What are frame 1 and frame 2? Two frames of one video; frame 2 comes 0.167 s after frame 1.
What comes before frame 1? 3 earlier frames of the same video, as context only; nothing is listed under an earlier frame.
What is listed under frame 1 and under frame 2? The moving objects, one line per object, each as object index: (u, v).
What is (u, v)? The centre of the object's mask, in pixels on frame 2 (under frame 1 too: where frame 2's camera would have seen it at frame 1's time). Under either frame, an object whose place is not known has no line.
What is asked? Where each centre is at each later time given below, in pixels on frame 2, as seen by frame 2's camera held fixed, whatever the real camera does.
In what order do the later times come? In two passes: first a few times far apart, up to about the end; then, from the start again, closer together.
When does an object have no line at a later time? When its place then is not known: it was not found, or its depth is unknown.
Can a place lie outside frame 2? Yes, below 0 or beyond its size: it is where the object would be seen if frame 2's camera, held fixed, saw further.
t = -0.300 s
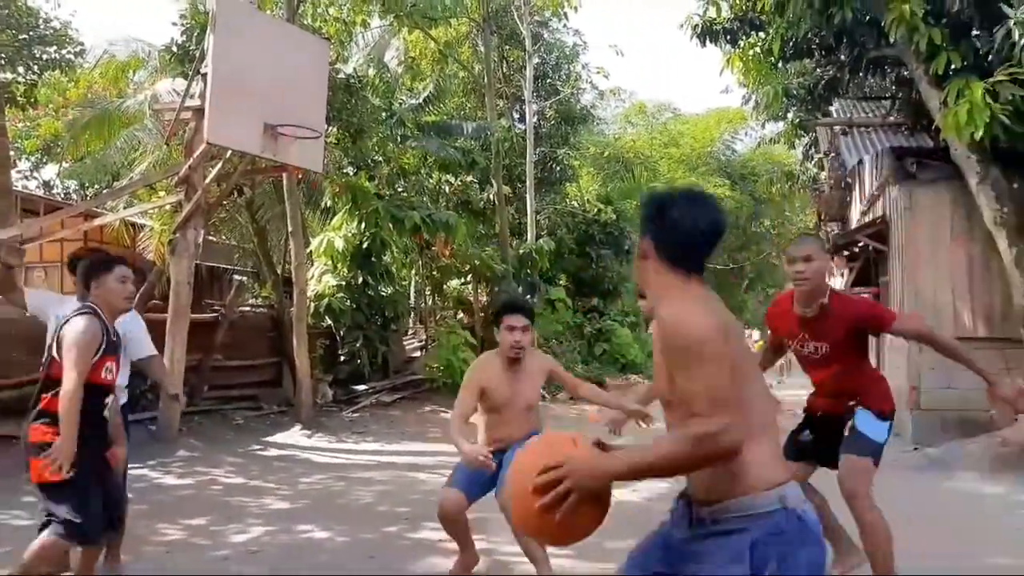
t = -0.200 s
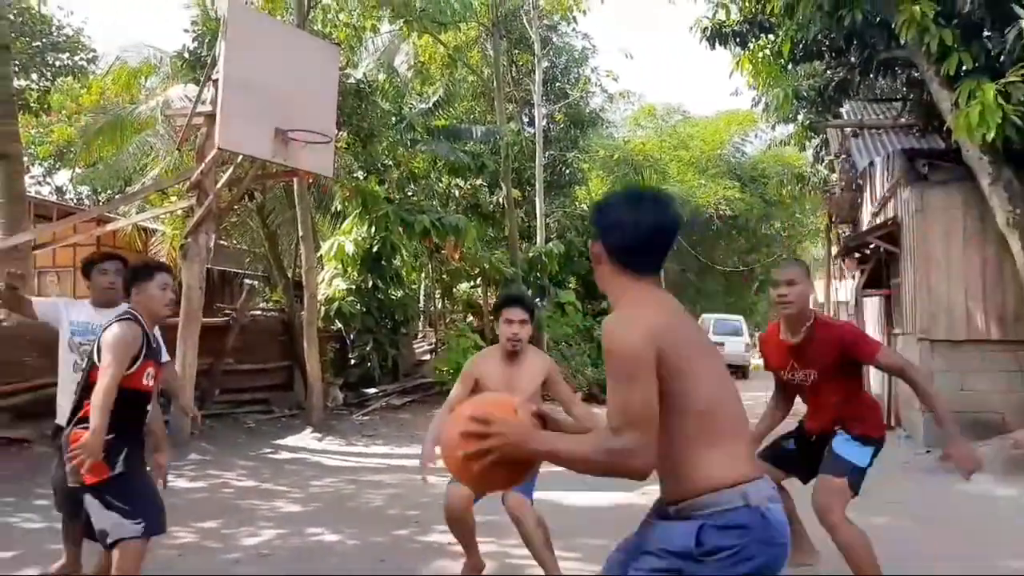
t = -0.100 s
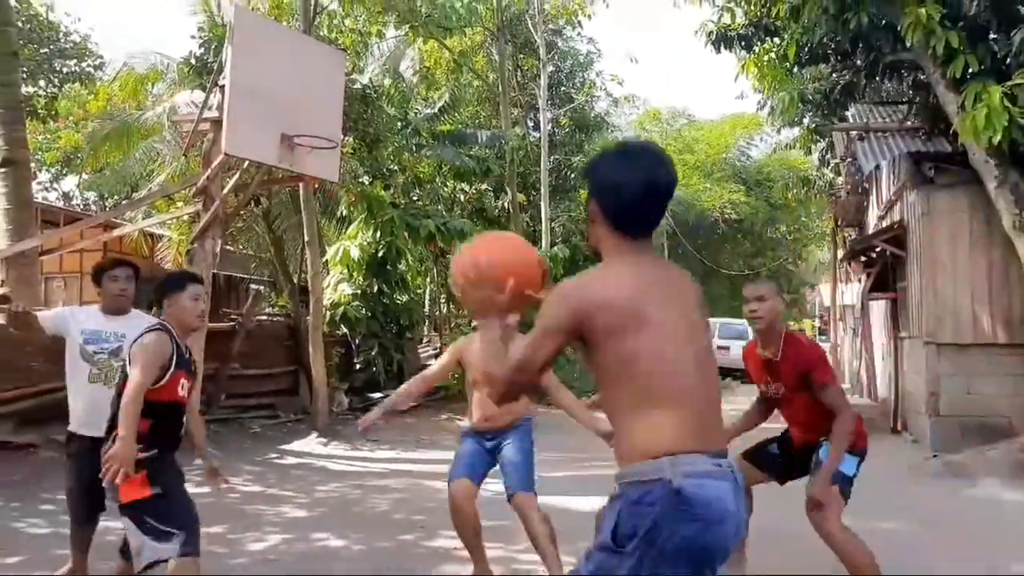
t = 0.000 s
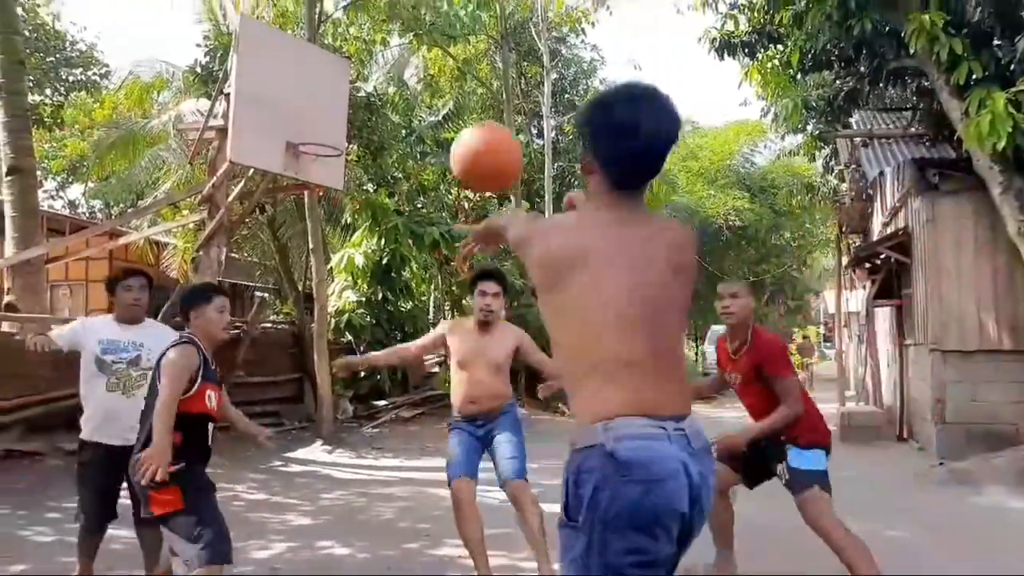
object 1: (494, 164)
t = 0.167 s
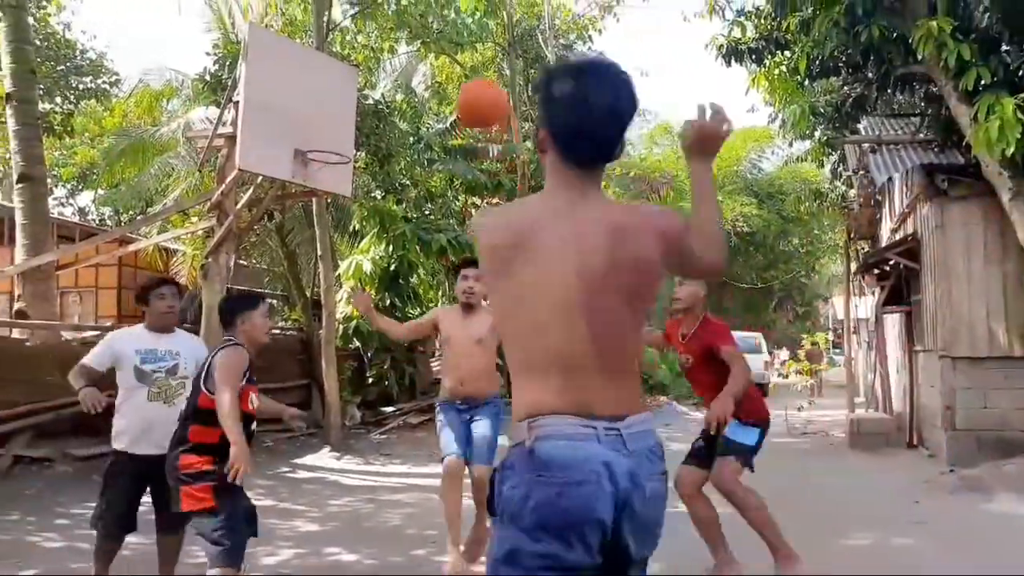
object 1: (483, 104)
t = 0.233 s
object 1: (481, 102)
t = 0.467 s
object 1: (476, 147)
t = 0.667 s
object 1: (476, 219)
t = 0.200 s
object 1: (482, 103)
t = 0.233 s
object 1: (481, 102)
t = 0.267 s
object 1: (479, 104)
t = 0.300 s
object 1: (476, 108)
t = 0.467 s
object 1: (476, 147)
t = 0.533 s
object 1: (477, 169)
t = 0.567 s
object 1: (477, 180)
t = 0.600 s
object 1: (476, 191)
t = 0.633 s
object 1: (475, 203)
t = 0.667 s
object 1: (476, 219)
